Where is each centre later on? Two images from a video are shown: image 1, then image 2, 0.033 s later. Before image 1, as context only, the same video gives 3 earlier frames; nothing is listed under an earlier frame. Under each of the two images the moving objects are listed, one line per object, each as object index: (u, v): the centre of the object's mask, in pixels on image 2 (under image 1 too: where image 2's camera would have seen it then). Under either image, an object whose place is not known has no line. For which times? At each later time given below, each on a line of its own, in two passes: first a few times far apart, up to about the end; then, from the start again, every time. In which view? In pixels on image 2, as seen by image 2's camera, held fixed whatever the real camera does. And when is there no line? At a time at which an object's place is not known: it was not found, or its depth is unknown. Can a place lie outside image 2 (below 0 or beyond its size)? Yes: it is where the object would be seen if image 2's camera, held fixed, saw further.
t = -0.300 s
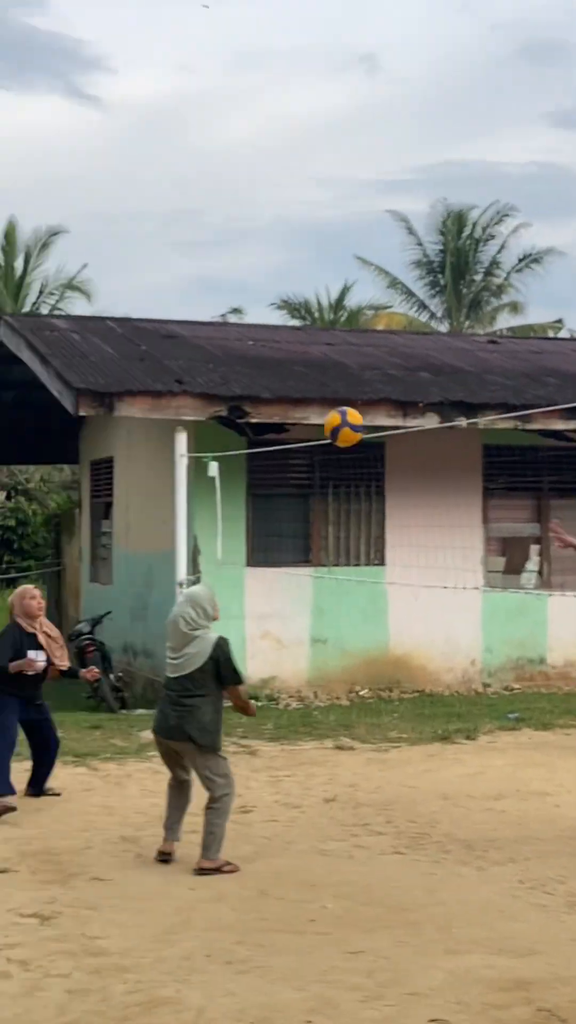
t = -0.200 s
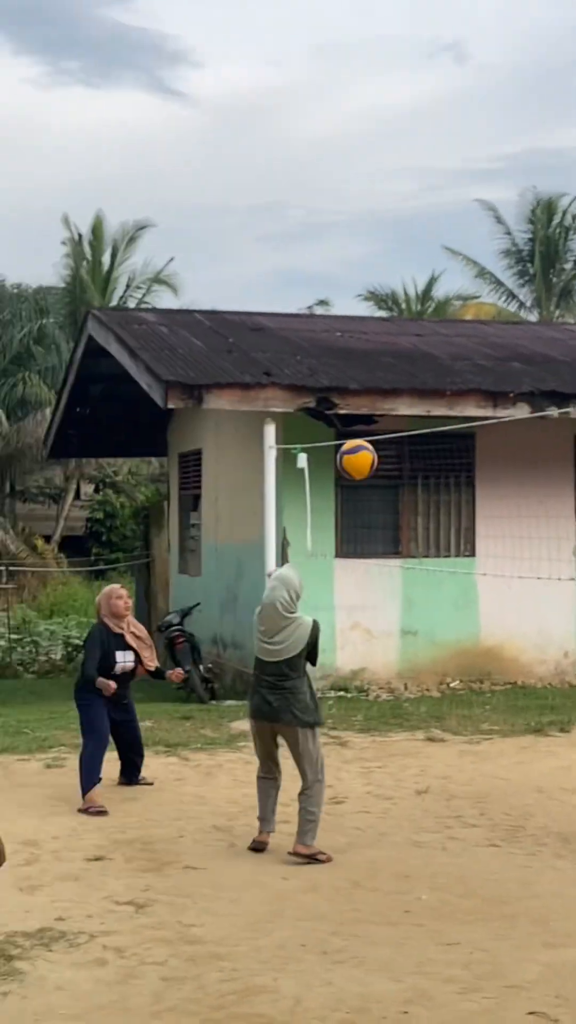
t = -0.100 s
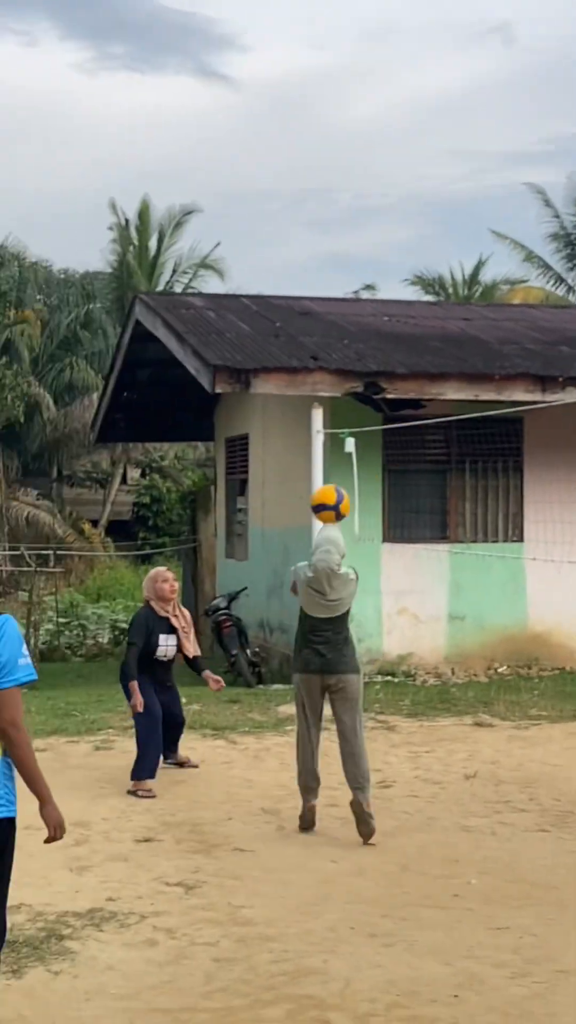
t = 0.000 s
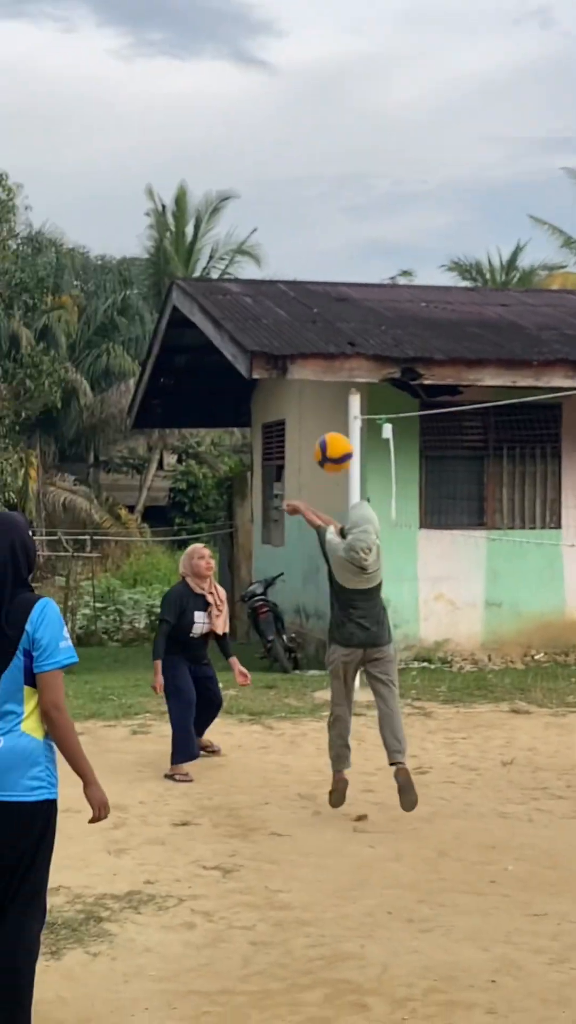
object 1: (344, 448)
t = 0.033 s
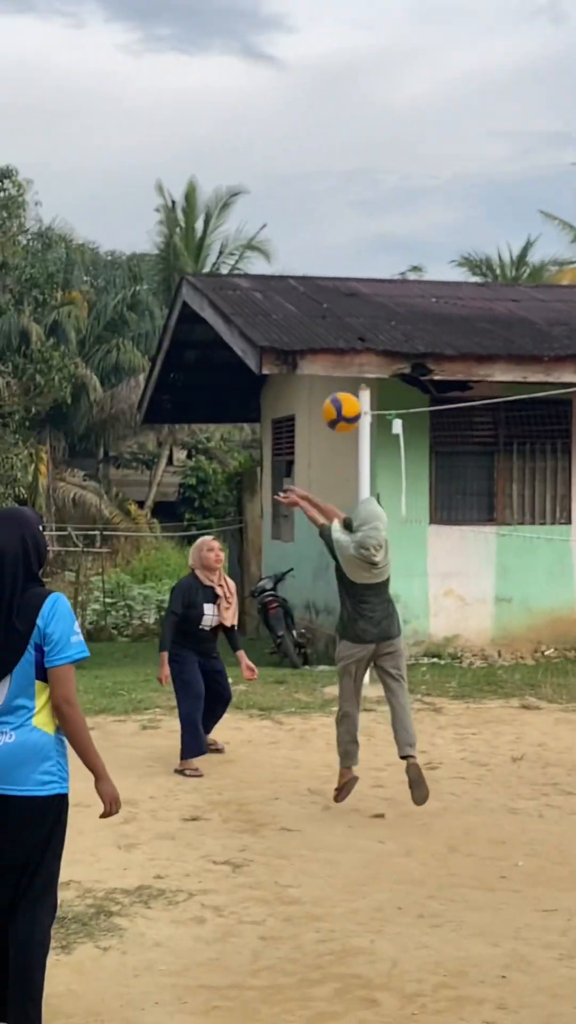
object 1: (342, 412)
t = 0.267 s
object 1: (331, 220)
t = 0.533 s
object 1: (316, 126)
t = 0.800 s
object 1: (302, 164)
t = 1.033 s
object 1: (290, 307)
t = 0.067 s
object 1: (341, 379)
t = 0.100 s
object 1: (339, 347)
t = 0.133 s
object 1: (338, 317)
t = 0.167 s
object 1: (335, 291)
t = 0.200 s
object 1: (334, 265)
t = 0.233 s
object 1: (333, 241)
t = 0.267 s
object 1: (331, 220)
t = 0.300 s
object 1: (329, 201)
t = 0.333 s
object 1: (327, 184)
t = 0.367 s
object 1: (325, 170)
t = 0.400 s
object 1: (324, 157)
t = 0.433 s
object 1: (322, 146)
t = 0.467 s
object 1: (320, 137)
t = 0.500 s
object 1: (318, 130)
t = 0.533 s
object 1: (316, 126)
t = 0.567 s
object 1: (314, 123)
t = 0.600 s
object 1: (312, 123)
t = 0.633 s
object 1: (311, 124)
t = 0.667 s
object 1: (309, 128)
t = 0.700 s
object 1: (307, 134)
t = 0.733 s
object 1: (305, 142)
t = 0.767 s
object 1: (303, 152)
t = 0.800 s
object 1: (302, 164)
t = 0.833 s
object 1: (300, 178)
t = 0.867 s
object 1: (298, 194)
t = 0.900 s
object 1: (296, 213)
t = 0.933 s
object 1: (294, 233)
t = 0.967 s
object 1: (292, 256)
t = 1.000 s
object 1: (291, 281)
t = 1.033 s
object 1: (290, 307)
